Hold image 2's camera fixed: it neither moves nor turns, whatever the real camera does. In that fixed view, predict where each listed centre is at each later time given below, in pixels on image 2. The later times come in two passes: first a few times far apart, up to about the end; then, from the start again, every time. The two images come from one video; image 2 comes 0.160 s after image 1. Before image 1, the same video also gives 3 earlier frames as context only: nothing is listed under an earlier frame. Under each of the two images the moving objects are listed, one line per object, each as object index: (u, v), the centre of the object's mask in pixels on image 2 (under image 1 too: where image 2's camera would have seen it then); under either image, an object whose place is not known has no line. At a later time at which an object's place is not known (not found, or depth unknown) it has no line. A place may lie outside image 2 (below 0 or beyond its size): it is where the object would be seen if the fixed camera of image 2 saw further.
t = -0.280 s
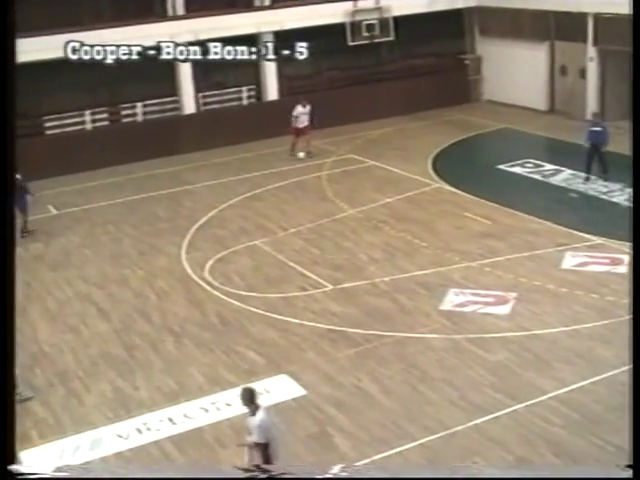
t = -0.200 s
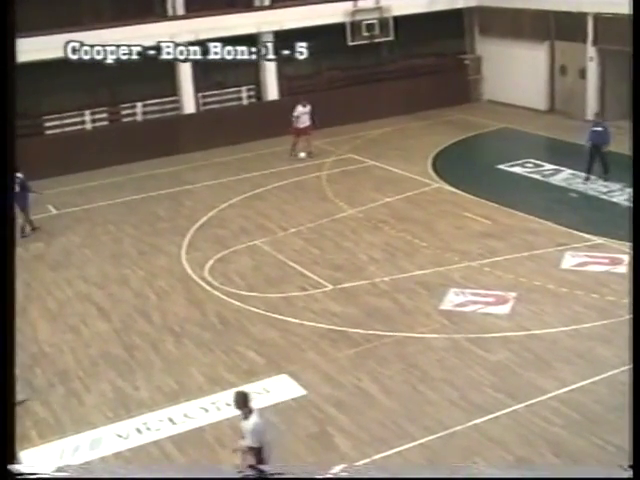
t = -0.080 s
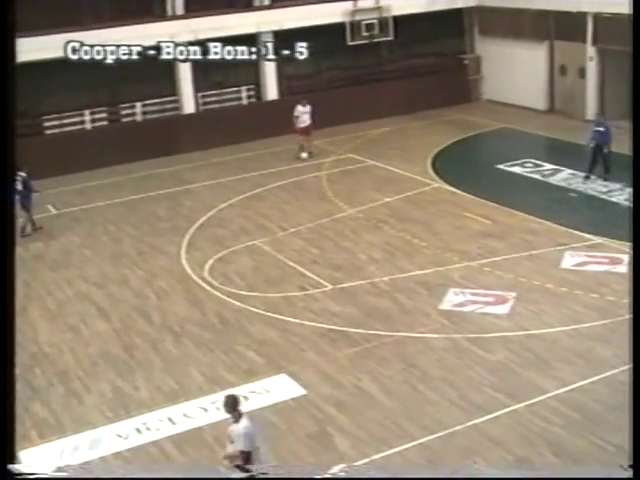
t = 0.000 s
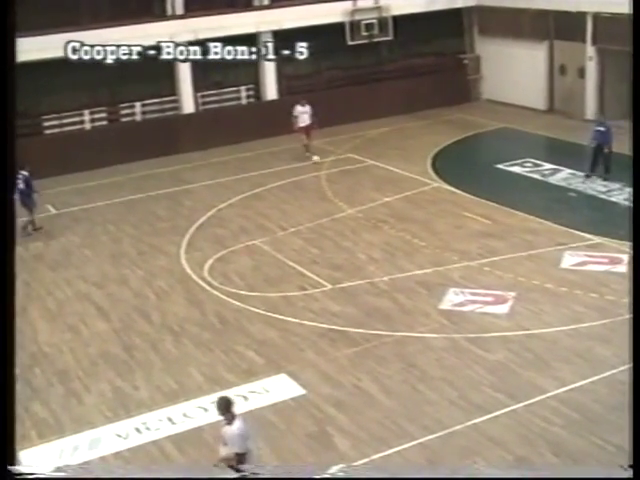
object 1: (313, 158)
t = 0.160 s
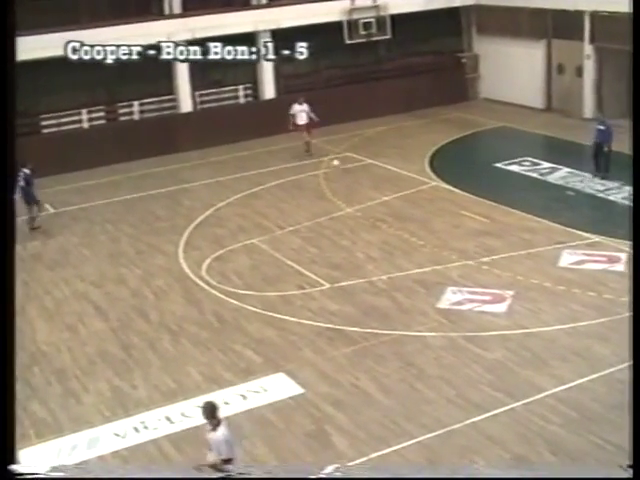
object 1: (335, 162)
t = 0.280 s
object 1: (351, 168)
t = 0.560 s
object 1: (382, 178)
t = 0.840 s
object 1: (413, 187)
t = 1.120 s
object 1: (446, 196)
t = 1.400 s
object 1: (479, 206)
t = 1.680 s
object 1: (516, 217)
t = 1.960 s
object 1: (556, 228)
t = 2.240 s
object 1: (598, 239)
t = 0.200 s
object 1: (340, 164)
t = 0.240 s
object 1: (345, 167)
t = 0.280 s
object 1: (351, 168)
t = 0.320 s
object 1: (355, 169)
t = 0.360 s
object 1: (360, 170)
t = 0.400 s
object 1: (364, 172)
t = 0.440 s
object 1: (370, 174)
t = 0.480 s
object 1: (374, 175)
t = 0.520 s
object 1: (378, 176)
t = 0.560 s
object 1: (382, 178)
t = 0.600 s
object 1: (387, 179)
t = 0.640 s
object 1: (392, 180)
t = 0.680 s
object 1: (396, 181)
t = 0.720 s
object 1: (400, 183)
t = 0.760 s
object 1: (405, 184)
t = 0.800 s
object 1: (409, 185)
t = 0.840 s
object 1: (413, 187)
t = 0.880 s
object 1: (418, 188)
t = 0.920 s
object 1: (423, 189)
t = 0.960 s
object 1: (427, 190)
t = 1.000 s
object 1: (432, 191)
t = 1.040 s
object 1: (437, 193)
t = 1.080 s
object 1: (441, 195)
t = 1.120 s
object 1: (446, 196)
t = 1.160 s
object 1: (449, 198)
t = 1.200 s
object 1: (454, 199)
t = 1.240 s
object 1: (459, 201)
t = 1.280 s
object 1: (464, 202)
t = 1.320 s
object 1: (469, 204)
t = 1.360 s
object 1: (474, 205)
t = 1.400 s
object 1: (479, 206)
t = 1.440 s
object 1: (484, 208)
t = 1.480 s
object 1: (489, 210)
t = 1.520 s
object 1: (495, 211)
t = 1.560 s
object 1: (500, 213)
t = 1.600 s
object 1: (505, 214)
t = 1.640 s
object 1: (510, 216)
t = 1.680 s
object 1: (516, 217)
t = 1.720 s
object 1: (521, 219)
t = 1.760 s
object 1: (526, 221)
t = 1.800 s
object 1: (532, 222)
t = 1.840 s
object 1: (538, 224)
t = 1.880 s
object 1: (544, 225)
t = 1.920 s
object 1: (549, 227)
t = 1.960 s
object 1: (556, 228)
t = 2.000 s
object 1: (562, 230)
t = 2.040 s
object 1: (567, 232)
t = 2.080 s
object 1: (573, 233)
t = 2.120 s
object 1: (579, 234)
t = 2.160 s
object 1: (586, 237)
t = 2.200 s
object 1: (591, 239)
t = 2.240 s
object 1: (598, 239)
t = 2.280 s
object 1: (603, 241)
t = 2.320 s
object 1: (610, 244)
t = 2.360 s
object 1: (616, 245)
